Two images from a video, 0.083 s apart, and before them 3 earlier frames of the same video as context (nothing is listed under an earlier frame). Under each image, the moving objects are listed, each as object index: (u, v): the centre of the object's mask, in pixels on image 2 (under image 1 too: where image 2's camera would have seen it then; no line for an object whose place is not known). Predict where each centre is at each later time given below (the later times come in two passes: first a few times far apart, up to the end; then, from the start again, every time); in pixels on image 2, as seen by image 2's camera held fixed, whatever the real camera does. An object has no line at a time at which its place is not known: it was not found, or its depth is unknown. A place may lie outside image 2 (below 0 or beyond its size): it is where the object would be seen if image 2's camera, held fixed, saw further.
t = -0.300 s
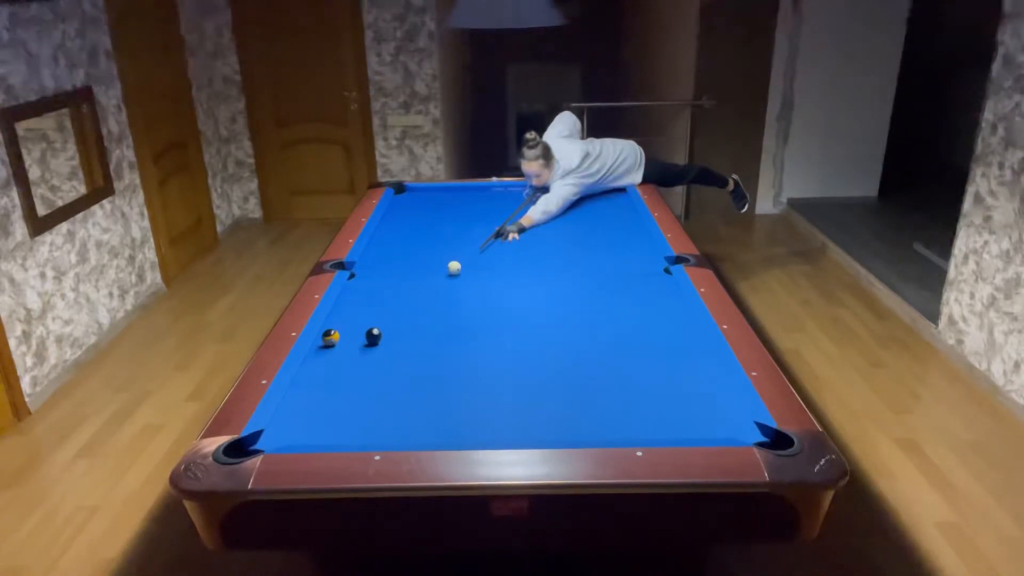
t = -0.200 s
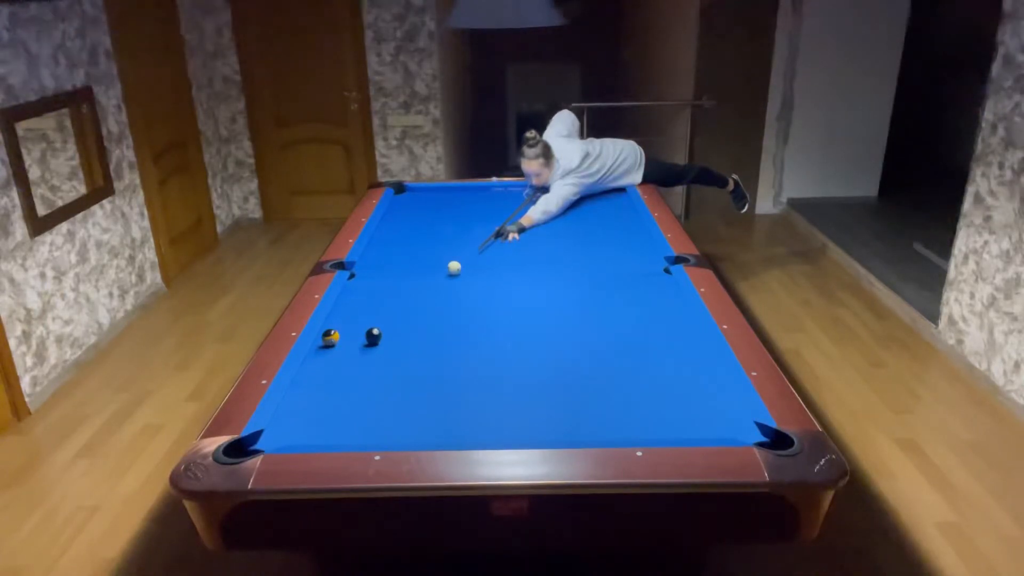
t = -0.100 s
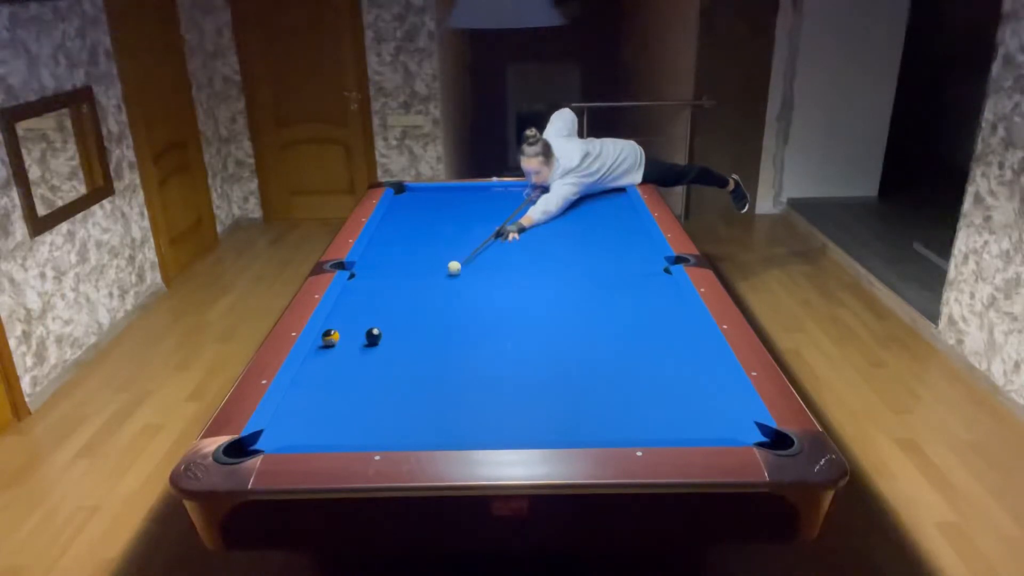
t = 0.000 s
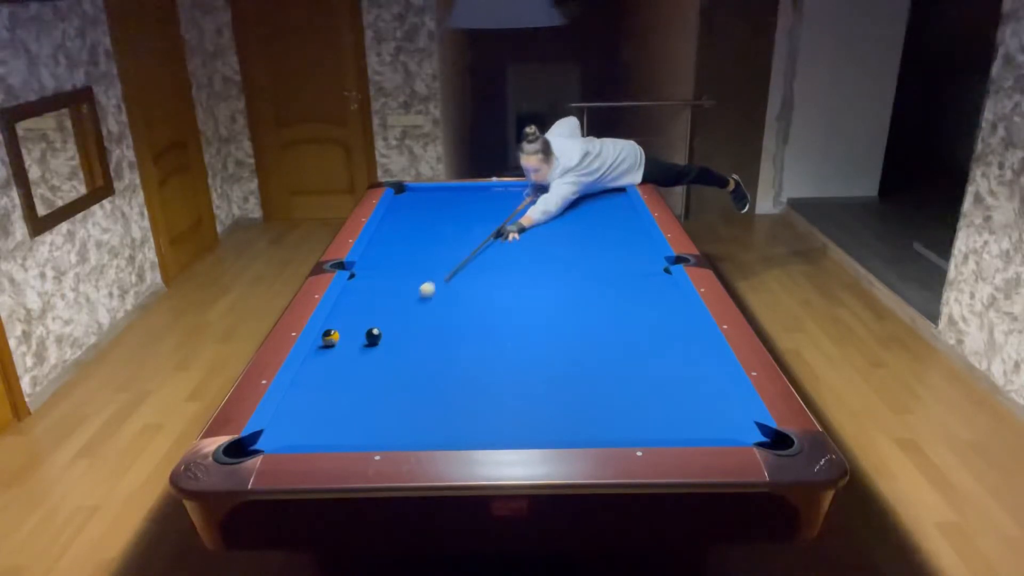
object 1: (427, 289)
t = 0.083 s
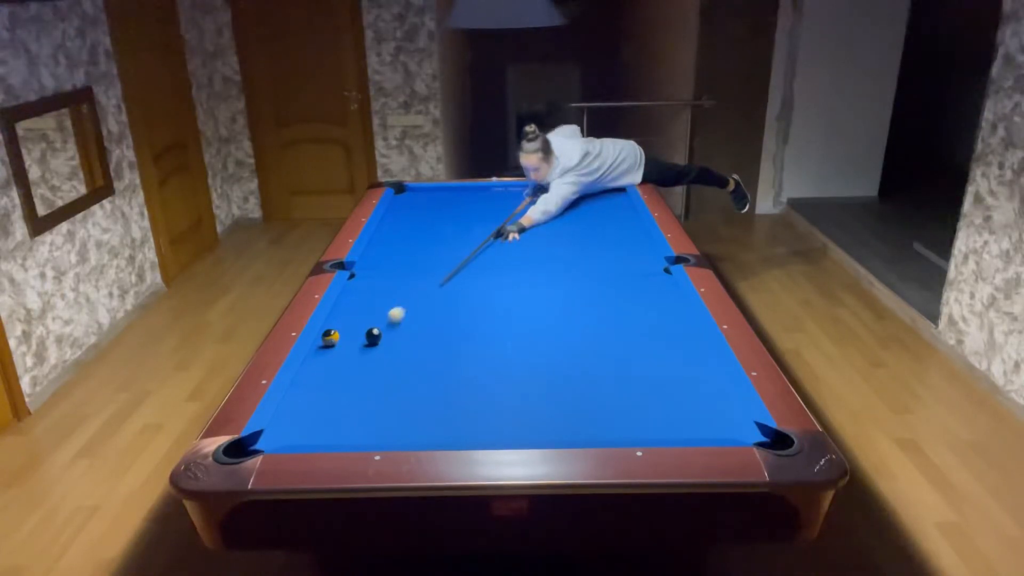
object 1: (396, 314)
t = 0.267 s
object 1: (375, 327)
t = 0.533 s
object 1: (370, 321)
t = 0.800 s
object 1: (365, 316)
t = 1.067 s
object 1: (361, 312)
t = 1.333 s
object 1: (357, 308)
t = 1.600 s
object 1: (355, 305)
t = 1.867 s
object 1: (352, 303)
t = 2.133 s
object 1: (350, 301)
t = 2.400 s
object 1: (349, 300)
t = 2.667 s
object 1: (349, 299)
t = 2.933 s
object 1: (348, 299)
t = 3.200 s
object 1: (348, 299)
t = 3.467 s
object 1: (348, 299)
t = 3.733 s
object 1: (348, 299)
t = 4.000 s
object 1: (348, 299)
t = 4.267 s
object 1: (348, 299)
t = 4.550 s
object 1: (348, 299)
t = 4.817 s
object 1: (348, 299)
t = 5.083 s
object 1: (348, 299)
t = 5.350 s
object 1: (348, 299)
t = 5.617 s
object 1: (348, 299)
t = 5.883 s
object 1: (348, 299)
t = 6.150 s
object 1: (348, 299)
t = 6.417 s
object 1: (348, 299)
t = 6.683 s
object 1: (348, 299)
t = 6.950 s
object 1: (348, 299)
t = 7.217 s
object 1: (348, 299)
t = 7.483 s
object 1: (348, 299)
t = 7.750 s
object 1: (348, 299)
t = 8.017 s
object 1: (348, 299)
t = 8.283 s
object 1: (348, 299)
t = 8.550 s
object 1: (348, 299)
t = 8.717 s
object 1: (348, 299)
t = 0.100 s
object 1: (390, 320)
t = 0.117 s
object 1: (384, 324)
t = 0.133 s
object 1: (380, 328)
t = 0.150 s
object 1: (379, 328)
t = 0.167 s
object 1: (377, 329)
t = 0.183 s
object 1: (377, 328)
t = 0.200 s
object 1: (376, 328)
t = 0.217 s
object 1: (376, 328)
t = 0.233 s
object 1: (375, 327)
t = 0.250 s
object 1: (375, 327)
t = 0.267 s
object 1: (375, 327)
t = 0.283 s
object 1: (375, 326)
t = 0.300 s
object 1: (374, 325)
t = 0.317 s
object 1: (374, 326)
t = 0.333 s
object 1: (374, 325)
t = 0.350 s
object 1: (373, 324)
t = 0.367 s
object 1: (373, 324)
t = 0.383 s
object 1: (373, 324)
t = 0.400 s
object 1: (372, 323)
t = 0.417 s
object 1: (372, 323)
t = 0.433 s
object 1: (371, 323)
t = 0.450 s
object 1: (371, 323)
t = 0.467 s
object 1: (371, 322)
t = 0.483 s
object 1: (371, 321)
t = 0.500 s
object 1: (370, 322)
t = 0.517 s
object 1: (370, 321)
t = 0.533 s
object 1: (370, 321)
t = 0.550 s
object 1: (369, 320)
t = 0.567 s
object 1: (369, 320)
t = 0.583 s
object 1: (368, 320)
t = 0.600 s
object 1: (368, 320)
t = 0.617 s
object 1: (368, 319)
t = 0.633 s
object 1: (368, 319)
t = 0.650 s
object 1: (367, 319)
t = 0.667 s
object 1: (367, 318)
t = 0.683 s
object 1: (367, 318)
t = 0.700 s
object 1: (366, 318)
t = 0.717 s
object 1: (366, 318)
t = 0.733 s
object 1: (366, 318)
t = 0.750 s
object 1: (366, 317)
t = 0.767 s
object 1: (365, 317)
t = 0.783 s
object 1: (365, 317)
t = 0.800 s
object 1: (365, 316)
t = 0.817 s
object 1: (365, 316)
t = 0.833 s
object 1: (364, 316)
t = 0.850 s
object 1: (364, 315)
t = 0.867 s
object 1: (364, 315)
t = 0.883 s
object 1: (364, 315)
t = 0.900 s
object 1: (364, 314)
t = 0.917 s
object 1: (363, 314)
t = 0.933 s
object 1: (363, 314)
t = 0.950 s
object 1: (363, 314)
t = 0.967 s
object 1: (362, 313)
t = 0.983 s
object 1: (362, 313)
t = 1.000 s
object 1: (362, 313)
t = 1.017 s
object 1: (362, 313)
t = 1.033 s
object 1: (362, 312)
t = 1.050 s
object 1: (361, 312)
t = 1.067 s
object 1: (361, 312)
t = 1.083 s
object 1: (361, 312)
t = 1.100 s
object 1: (361, 311)
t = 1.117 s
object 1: (360, 311)
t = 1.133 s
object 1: (360, 311)
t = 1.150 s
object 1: (360, 311)
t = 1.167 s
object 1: (360, 311)
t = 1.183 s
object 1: (359, 310)
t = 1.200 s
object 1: (359, 310)
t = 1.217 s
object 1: (359, 310)
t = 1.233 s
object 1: (359, 310)
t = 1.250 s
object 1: (358, 309)
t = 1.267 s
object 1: (358, 309)
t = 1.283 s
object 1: (358, 309)
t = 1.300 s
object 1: (358, 309)
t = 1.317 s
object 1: (358, 309)
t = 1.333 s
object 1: (357, 308)
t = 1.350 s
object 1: (357, 308)
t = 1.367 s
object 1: (357, 308)
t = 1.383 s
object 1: (357, 308)
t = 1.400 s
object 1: (357, 307)
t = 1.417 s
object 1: (357, 307)
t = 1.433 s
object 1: (357, 307)
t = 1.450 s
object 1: (357, 307)
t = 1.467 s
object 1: (356, 307)
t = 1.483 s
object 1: (356, 307)
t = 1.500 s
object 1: (356, 306)
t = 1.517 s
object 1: (356, 306)
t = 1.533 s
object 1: (355, 306)
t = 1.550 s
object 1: (355, 306)
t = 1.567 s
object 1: (355, 306)
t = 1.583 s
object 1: (355, 306)
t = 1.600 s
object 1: (355, 305)
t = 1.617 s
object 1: (354, 305)
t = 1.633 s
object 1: (354, 305)
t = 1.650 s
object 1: (354, 305)
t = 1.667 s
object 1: (354, 305)
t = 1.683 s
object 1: (354, 305)
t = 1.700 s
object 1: (354, 305)
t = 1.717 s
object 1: (354, 305)
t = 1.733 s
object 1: (353, 304)
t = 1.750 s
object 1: (353, 304)
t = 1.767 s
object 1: (353, 304)
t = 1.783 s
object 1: (353, 304)
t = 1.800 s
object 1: (353, 304)
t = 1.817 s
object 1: (353, 303)
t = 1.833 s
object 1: (353, 303)
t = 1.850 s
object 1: (353, 303)
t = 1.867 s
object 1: (352, 303)
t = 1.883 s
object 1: (352, 303)
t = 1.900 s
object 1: (352, 303)
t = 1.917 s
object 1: (352, 303)
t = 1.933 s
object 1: (352, 303)
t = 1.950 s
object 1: (352, 303)
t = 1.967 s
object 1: (352, 303)
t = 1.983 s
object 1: (352, 302)
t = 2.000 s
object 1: (351, 302)
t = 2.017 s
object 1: (351, 302)
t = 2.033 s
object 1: (351, 302)
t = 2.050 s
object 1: (351, 302)
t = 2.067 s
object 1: (351, 302)
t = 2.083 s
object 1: (351, 302)
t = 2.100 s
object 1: (351, 302)
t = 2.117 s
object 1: (351, 302)
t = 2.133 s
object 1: (350, 301)
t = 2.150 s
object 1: (350, 301)
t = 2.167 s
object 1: (350, 301)
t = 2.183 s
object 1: (350, 301)
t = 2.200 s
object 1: (350, 301)
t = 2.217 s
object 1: (350, 301)
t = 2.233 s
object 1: (350, 301)
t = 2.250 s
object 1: (350, 301)
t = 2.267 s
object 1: (350, 301)
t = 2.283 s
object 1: (350, 300)
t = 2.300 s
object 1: (350, 301)
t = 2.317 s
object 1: (350, 300)
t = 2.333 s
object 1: (350, 300)
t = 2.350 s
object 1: (350, 300)
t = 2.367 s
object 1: (349, 300)
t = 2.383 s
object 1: (349, 300)
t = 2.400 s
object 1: (349, 300)
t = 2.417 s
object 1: (349, 300)
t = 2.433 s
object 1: (349, 300)
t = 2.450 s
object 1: (349, 300)
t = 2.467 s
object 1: (349, 300)
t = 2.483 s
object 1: (349, 300)
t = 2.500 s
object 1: (349, 299)
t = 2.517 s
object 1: (349, 299)
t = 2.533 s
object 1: (349, 299)
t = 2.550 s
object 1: (349, 299)
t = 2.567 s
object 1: (349, 299)
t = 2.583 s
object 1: (349, 299)
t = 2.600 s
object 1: (349, 299)
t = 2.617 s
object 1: (349, 299)
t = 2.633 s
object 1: (349, 299)
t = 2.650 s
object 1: (349, 299)
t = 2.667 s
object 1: (349, 299)
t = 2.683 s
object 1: (349, 299)
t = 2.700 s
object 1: (349, 299)
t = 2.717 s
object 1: (349, 299)
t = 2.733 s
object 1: (349, 299)
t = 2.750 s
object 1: (349, 299)
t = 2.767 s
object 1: (349, 299)
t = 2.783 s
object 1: (349, 299)
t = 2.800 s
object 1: (348, 299)
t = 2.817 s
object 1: (348, 299)
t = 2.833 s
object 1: (348, 299)
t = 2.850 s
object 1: (348, 299)
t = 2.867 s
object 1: (348, 299)
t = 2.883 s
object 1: (348, 299)
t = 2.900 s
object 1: (348, 299)
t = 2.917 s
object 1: (348, 299)
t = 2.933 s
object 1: (348, 299)
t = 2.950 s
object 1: (348, 299)
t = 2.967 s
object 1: (348, 299)
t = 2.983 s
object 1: (348, 299)
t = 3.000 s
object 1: (348, 299)
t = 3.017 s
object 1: (348, 299)
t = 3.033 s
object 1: (348, 299)
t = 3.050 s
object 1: (348, 299)
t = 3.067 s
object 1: (348, 299)
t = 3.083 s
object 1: (348, 299)
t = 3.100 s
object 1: (348, 299)
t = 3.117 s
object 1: (348, 299)
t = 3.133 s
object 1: (348, 299)
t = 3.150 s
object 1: (348, 299)
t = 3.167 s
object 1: (348, 299)
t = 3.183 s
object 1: (348, 299)
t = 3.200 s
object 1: (348, 299)
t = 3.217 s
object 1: (348, 299)
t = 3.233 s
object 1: (348, 299)
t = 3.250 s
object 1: (348, 299)
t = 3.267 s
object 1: (348, 299)
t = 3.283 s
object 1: (348, 299)
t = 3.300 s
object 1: (348, 299)
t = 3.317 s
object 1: (348, 299)
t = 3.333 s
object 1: (348, 299)
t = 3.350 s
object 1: (348, 299)
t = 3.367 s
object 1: (348, 299)
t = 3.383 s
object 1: (348, 299)
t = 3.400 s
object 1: (348, 299)
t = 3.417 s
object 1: (348, 299)
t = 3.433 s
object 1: (348, 299)
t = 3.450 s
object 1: (348, 299)
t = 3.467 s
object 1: (348, 299)
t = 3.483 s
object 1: (348, 299)
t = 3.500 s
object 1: (348, 299)
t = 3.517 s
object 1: (348, 299)
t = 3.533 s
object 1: (348, 299)
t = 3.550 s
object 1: (348, 299)
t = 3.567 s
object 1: (348, 299)
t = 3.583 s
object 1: (348, 299)
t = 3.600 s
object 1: (348, 299)
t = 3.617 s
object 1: (348, 299)
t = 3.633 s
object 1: (348, 299)
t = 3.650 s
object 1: (348, 299)
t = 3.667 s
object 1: (348, 299)
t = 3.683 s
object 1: (348, 299)
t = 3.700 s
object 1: (348, 299)
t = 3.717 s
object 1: (348, 299)
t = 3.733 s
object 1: (348, 299)
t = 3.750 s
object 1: (348, 299)
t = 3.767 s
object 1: (348, 299)
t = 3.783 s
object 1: (348, 299)
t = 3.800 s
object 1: (348, 299)
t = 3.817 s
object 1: (348, 299)
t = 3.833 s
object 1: (348, 299)
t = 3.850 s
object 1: (348, 299)
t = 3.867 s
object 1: (348, 299)
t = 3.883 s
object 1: (348, 299)
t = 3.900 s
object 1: (348, 299)
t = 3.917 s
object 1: (348, 299)
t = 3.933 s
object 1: (348, 299)
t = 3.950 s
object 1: (348, 299)
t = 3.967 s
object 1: (348, 299)
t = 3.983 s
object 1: (348, 299)
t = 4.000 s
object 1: (348, 299)
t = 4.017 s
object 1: (348, 299)
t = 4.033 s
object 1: (348, 299)
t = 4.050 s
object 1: (348, 299)
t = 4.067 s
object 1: (348, 299)
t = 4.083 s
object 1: (348, 299)
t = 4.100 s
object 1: (348, 299)
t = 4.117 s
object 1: (348, 299)
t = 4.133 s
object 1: (348, 299)
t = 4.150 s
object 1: (348, 299)
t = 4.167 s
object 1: (348, 299)
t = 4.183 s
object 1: (348, 299)
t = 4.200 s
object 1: (348, 299)
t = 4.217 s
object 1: (348, 299)
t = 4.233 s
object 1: (348, 299)
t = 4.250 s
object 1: (348, 299)
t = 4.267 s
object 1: (348, 299)
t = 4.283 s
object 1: (348, 299)
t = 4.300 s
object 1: (348, 299)
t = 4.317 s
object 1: (348, 299)
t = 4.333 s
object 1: (348, 299)
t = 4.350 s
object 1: (348, 299)
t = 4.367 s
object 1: (348, 299)
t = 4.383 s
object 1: (348, 299)
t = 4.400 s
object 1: (348, 299)
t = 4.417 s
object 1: (348, 299)
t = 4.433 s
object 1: (348, 299)
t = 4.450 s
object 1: (348, 299)
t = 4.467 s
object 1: (348, 299)
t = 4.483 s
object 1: (348, 299)
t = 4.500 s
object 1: (348, 299)
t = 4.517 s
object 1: (348, 299)
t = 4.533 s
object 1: (348, 299)
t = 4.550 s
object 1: (348, 299)
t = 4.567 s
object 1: (348, 299)
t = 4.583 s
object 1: (348, 299)
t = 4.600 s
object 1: (348, 299)
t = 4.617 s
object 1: (348, 299)
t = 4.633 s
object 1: (348, 299)
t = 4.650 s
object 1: (348, 299)
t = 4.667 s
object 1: (348, 299)
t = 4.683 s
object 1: (348, 299)
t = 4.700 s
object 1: (348, 299)
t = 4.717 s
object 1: (348, 299)
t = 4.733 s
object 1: (348, 299)
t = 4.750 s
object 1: (348, 299)
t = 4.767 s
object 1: (348, 299)
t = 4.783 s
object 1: (348, 299)
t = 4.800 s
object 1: (348, 299)
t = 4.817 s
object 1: (348, 299)
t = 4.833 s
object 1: (348, 299)
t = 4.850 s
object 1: (348, 299)
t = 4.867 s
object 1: (348, 299)
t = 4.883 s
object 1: (348, 299)
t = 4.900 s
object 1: (348, 299)
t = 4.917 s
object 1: (348, 299)
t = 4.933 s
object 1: (348, 299)
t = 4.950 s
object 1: (348, 299)
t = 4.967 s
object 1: (348, 299)
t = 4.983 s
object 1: (348, 299)
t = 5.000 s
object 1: (348, 299)
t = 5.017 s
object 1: (348, 299)
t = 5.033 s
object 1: (348, 299)
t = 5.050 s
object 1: (348, 299)
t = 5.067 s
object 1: (348, 299)
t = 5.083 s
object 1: (348, 299)
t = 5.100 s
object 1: (348, 299)
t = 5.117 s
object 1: (348, 299)
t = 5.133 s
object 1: (348, 299)
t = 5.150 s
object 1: (348, 299)
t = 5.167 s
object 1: (348, 299)
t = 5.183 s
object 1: (348, 299)
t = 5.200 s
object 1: (348, 299)
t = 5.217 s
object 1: (348, 299)
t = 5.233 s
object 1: (348, 299)
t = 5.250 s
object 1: (348, 299)
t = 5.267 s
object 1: (348, 299)
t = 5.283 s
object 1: (348, 299)
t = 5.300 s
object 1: (348, 299)
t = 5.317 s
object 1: (348, 299)
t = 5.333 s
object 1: (348, 299)
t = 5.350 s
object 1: (348, 299)
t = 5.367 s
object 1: (348, 299)
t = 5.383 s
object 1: (348, 299)
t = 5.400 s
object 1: (348, 299)
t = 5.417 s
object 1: (348, 299)
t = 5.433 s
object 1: (348, 299)
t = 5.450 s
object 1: (348, 299)
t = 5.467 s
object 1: (348, 299)
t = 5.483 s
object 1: (348, 299)
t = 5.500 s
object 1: (348, 299)
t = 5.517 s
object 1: (348, 299)
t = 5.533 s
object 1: (348, 299)
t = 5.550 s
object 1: (348, 299)
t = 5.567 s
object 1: (348, 299)
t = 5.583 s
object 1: (348, 299)
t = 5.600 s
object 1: (348, 299)
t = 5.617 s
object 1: (348, 299)
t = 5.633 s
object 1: (348, 299)
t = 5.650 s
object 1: (348, 299)
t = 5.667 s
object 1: (348, 299)
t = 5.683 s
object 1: (348, 299)
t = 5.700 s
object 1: (348, 299)
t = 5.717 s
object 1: (348, 299)
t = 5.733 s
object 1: (348, 299)
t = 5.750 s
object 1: (348, 299)
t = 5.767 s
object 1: (348, 299)
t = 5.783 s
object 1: (348, 299)
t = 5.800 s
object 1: (348, 299)
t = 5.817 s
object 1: (348, 299)
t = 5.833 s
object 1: (348, 299)
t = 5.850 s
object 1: (348, 299)
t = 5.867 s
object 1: (348, 299)
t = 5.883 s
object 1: (348, 299)
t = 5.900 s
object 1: (348, 299)
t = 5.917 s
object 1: (348, 299)
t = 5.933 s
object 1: (348, 299)
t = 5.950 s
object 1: (348, 299)
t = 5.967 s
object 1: (348, 299)
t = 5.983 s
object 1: (348, 299)
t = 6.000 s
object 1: (348, 299)
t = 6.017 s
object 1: (348, 299)
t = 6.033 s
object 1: (348, 299)
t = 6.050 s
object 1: (348, 299)
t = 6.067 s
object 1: (348, 299)
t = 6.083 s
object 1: (348, 299)
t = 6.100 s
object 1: (348, 299)
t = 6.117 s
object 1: (348, 299)
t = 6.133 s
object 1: (348, 299)
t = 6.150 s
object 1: (348, 299)
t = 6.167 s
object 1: (348, 299)
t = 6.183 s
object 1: (348, 299)
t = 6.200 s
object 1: (348, 299)
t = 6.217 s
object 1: (348, 299)
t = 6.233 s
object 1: (348, 299)
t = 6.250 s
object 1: (348, 299)
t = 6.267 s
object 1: (348, 299)
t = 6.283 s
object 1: (348, 299)
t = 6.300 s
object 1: (348, 299)
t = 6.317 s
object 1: (348, 299)
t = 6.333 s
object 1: (348, 299)
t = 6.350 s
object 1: (348, 299)
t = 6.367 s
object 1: (348, 299)
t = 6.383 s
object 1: (348, 299)
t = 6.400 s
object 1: (348, 299)
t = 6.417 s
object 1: (348, 299)
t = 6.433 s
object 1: (348, 299)
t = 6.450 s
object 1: (348, 299)
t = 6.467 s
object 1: (348, 299)
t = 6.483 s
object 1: (348, 299)
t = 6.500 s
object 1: (348, 299)
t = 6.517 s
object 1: (348, 299)
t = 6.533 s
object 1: (348, 299)
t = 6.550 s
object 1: (348, 299)
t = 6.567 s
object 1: (348, 299)
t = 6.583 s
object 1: (348, 299)
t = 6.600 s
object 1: (348, 299)
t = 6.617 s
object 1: (348, 299)
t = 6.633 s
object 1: (348, 299)
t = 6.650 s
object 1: (348, 299)
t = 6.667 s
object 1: (348, 299)
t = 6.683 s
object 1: (348, 299)
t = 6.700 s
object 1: (348, 299)
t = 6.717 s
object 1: (348, 299)
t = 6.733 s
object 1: (348, 299)
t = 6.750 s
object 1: (348, 299)
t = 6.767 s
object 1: (348, 299)
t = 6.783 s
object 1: (348, 299)
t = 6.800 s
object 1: (348, 299)
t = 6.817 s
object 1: (348, 299)
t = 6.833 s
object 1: (348, 299)
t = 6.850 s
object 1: (348, 299)
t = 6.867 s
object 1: (348, 299)
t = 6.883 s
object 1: (348, 299)
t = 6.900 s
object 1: (348, 299)
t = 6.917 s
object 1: (348, 299)
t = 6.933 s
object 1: (348, 299)
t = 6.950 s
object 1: (348, 299)
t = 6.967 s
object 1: (348, 299)
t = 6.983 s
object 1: (348, 299)
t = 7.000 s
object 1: (348, 299)
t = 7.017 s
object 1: (348, 299)
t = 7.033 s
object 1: (348, 299)
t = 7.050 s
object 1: (348, 299)
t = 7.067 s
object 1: (348, 299)
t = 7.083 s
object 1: (348, 299)
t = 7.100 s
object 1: (348, 299)
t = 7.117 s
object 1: (348, 299)
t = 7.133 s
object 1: (348, 299)
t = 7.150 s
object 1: (348, 299)
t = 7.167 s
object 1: (348, 299)
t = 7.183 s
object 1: (348, 299)
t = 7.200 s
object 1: (348, 299)
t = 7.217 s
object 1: (348, 299)
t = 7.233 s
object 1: (348, 299)
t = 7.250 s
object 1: (348, 299)
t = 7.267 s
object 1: (348, 299)
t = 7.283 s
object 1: (348, 299)
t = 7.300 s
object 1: (348, 299)
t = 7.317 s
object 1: (348, 299)
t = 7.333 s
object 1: (348, 299)
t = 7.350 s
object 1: (348, 299)
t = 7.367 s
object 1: (348, 299)
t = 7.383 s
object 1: (348, 299)
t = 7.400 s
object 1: (348, 299)
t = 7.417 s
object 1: (348, 299)
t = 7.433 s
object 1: (348, 299)
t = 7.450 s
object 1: (348, 299)
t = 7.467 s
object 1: (348, 299)
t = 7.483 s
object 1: (348, 299)
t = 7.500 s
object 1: (348, 299)
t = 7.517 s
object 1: (348, 299)
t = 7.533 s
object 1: (348, 299)
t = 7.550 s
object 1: (348, 299)
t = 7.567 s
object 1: (348, 299)
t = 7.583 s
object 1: (348, 299)
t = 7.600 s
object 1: (348, 299)
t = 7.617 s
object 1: (348, 299)
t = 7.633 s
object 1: (348, 299)
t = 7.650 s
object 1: (348, 299)
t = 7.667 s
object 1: (348, 299)
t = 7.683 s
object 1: (348, 299)
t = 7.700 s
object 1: (348, 299)
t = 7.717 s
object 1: (348, 299)
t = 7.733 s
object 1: (348, 299)
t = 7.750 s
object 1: (348, 299)
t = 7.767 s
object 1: (348, 299)
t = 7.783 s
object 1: (348, 299)
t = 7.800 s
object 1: (348, 299)
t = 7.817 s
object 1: (348, 299)
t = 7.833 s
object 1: (348, 299)
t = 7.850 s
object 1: (348, 299)
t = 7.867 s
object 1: (348, 299)
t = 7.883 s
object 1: (348, 299)
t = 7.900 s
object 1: (348, 299)
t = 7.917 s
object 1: (348, 299)
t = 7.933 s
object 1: (348, 299)
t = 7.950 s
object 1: (348, 299)
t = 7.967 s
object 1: (348, 299)
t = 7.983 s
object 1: (348, 299)
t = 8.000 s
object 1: (348, 299)
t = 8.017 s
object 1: (348, 299)
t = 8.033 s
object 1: (348, 299)
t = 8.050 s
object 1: (348, 299)
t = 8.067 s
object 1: (348, 299)
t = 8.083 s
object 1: (348, 299)
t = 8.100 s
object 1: (348, 299)
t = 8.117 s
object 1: (348, 299)
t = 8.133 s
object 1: (348, 299)
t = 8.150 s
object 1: (348, 299)
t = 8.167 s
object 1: (348, 299)
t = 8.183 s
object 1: (348, 299)
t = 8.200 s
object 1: (348, 299)
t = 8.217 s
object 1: (348, 299)
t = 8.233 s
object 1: (348, 299)
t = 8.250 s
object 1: (348, 299)
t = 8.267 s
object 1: (348, 299)
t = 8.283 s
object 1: (348, 299)
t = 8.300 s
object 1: (348, 299)
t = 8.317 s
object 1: (348, 299)
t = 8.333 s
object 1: (348, 299)
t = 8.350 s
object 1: (348, 299)
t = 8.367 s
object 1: (348, 299)
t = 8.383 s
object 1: (348, 299)
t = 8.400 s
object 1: (348, 299)
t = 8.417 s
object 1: (348, 299)
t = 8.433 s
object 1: (348, 299)
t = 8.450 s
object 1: (348, 299)
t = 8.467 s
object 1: (348, 299)
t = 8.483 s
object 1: (348, 299)
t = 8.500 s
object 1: (348, 299)
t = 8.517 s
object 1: (348, 299)
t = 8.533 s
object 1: (348, 299)
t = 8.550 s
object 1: (348, 299)
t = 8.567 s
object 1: (348, 299)
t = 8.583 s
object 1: (348, 299)
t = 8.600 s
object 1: (348, 299)
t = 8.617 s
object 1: (348, 299)
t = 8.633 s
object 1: (348, 299)
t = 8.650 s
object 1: (348, 299)
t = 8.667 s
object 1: (348, 299)
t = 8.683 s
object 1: (348, 299)
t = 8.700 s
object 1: (348, 299)
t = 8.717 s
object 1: (348, 299)
